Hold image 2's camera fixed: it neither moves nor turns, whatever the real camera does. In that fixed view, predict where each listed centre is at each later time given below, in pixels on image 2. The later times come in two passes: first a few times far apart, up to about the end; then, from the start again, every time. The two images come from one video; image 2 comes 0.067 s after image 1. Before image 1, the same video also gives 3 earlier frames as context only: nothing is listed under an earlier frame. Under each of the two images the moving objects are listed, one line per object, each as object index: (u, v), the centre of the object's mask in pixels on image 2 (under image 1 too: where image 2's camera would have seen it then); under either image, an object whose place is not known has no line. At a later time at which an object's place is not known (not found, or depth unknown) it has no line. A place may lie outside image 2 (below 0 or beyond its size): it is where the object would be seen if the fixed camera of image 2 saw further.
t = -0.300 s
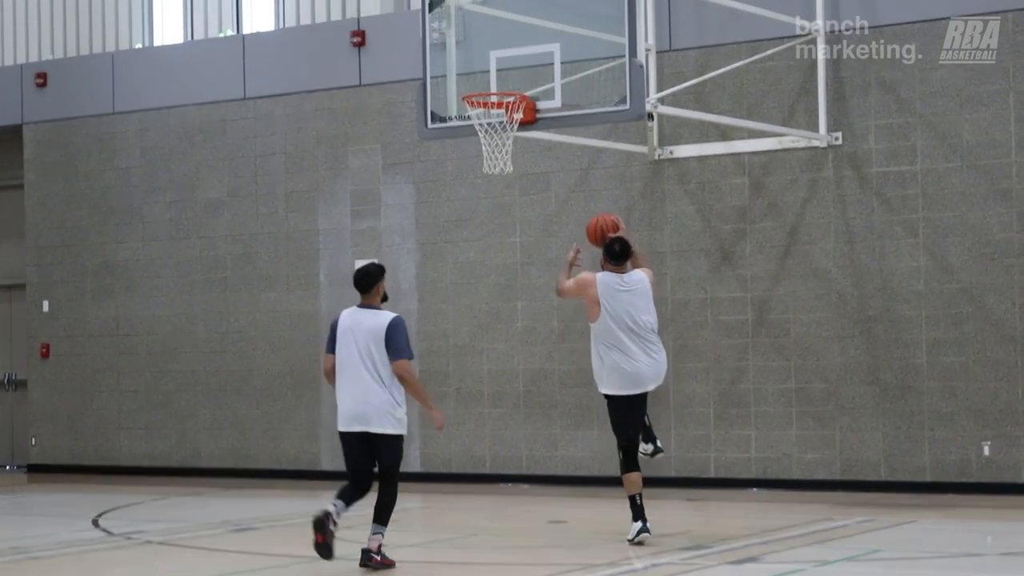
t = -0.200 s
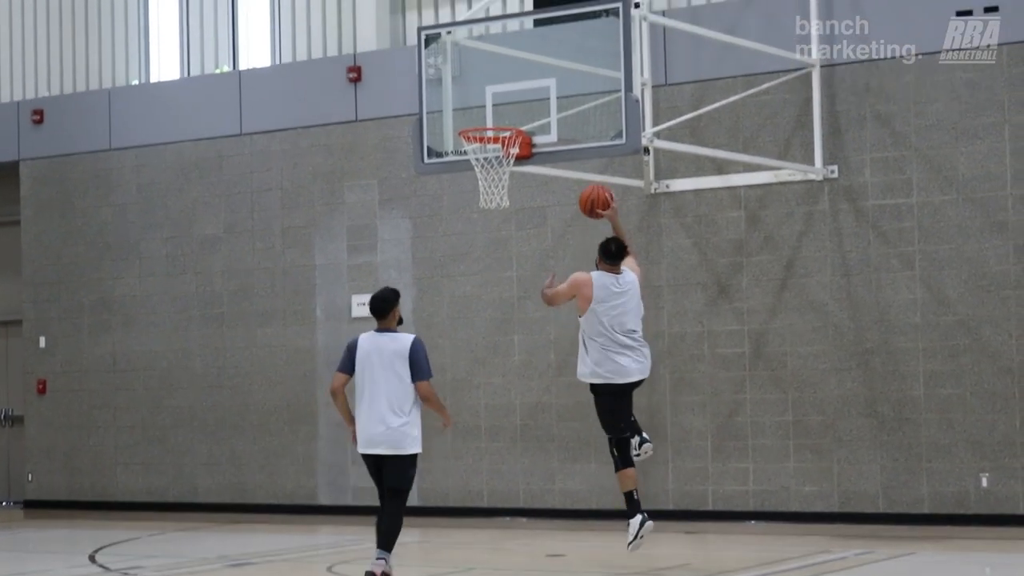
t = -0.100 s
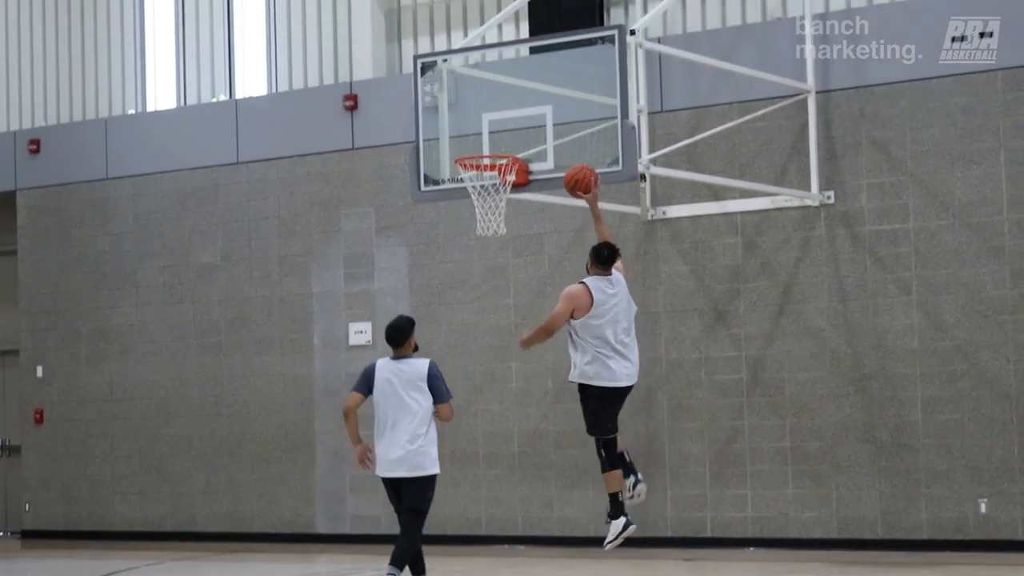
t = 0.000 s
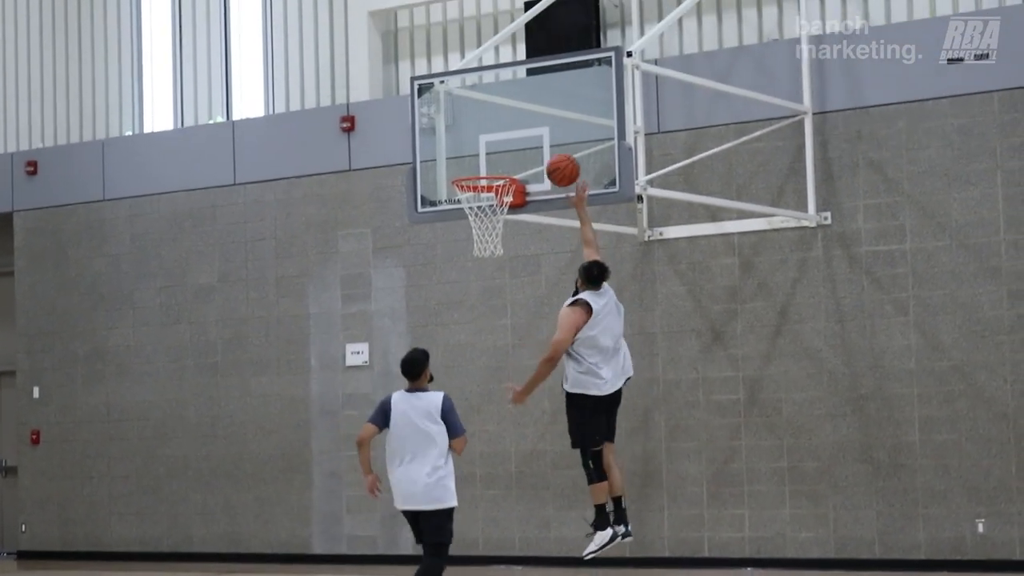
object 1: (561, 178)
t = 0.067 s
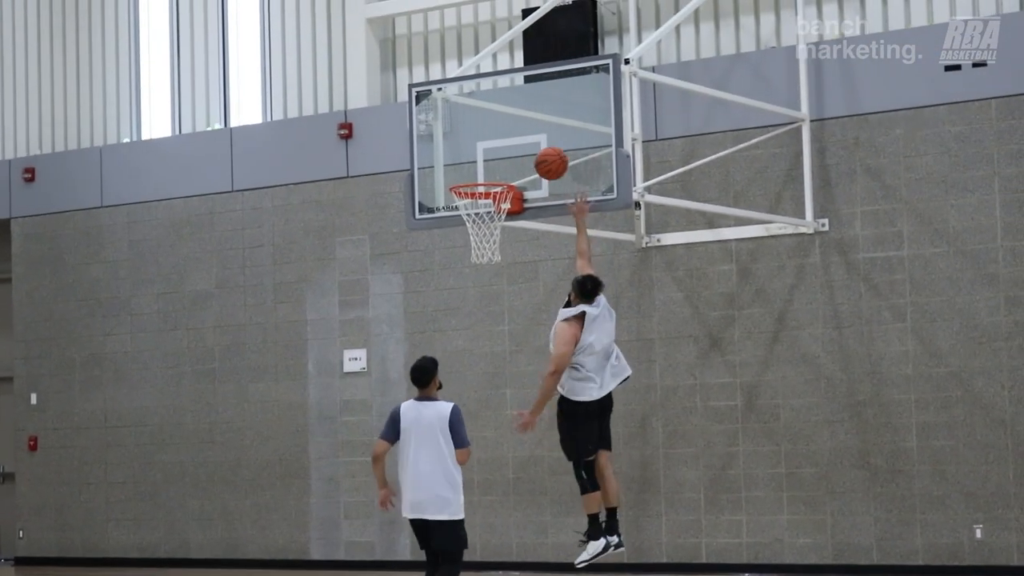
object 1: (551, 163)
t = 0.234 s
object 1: (522, 154)
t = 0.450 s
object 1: (475, 196)
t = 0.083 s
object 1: (549, 161)
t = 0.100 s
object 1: (547, 159)
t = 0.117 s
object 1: (544, 157)
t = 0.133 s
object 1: (542, 156)
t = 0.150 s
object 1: (540, 155)
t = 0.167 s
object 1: (537, 154)
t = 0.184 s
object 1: (533, 154)
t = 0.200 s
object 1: (530, 153)
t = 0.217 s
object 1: (526, 154)
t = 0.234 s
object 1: (522, 154)
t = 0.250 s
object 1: (518, 155)
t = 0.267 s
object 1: (515, 157)
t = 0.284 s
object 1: (511, 158)
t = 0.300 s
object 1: (508, 160)
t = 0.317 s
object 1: (504, 163)
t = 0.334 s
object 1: (500, 165)
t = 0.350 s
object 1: (497, 167)
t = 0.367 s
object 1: (493, 170)
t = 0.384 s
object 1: (489, 172)
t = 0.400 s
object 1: (486, 174)
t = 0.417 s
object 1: (482, 176)
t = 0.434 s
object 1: (479, 190)
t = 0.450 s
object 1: (475, 196)
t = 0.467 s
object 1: (471, 200)
